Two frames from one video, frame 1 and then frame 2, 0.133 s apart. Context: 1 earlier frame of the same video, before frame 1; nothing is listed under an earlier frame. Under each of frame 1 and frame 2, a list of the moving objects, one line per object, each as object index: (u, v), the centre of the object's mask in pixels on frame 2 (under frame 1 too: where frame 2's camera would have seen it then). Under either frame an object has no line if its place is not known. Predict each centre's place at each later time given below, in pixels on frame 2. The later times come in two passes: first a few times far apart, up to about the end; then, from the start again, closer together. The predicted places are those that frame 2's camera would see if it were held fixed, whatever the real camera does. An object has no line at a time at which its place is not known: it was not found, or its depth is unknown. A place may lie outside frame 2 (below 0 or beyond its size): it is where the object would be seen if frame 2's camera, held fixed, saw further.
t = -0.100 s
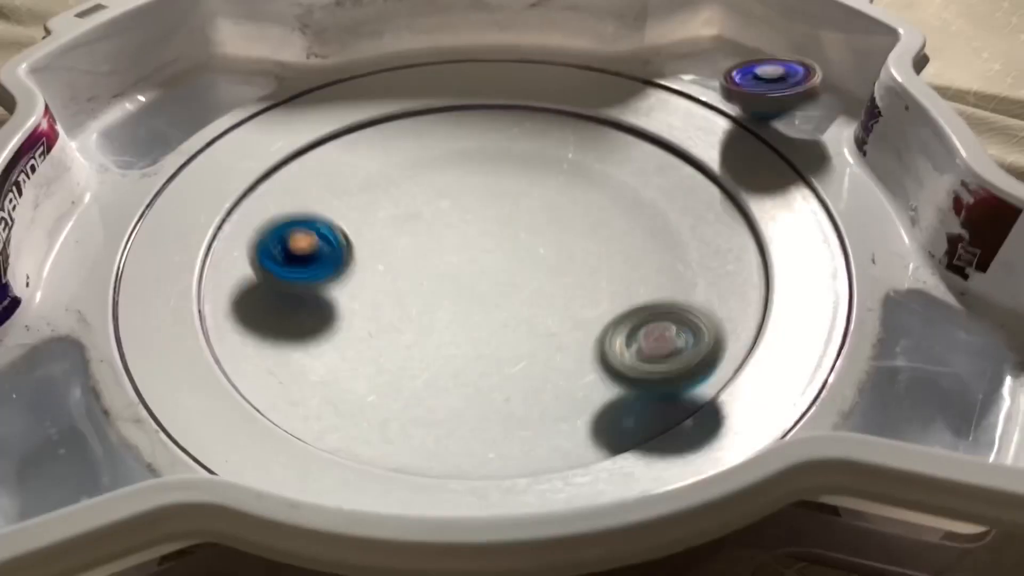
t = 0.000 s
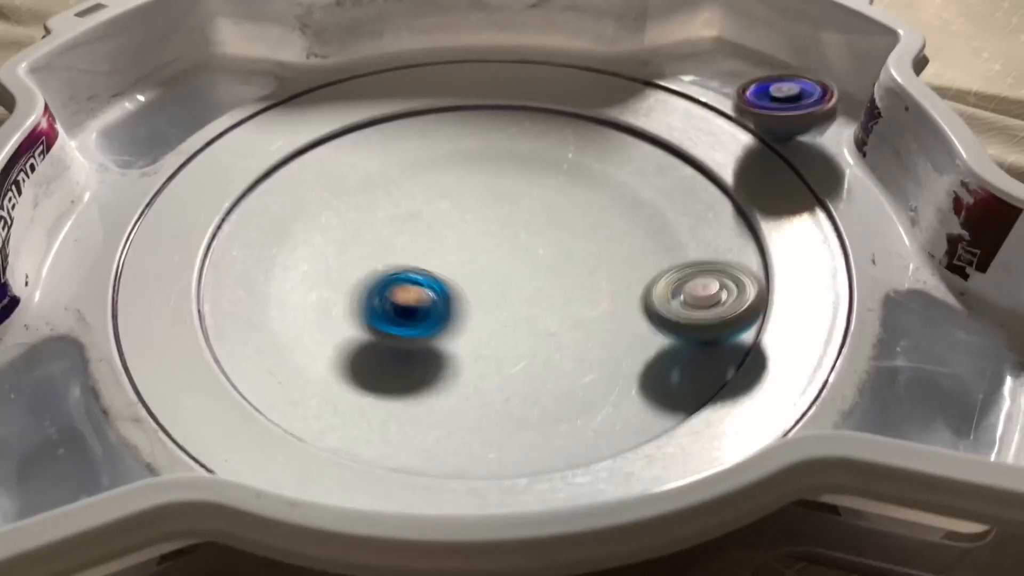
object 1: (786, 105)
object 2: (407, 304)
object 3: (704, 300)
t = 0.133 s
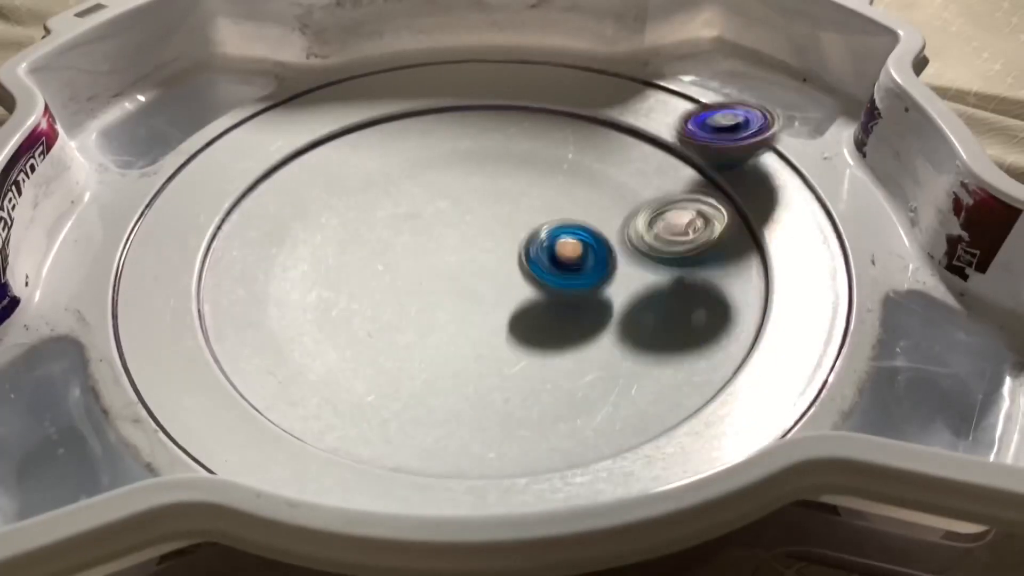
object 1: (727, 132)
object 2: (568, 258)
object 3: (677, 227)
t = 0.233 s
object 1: (624, 129)
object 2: (562, 186)
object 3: (729, 215)
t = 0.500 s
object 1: (432, 186)
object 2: (343, 87)
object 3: (586, 276)
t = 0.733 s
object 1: (477, 314)
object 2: (336, 168)
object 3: (530, 386)
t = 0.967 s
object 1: (674, 251)
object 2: (555, 221)
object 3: (598, 355)
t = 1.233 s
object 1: (663, 182)
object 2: (445, 101)
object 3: (367, 255)
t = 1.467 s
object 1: (494, 249)
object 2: (411, 180)
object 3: (242, 305)
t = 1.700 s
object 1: (545, 385)
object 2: (418, 227)
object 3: (414, 290)
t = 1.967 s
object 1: (593, 365)
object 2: (616, 211)
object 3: (428, 285)
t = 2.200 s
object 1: (451, 291)
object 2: (617, 133)
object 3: (397, 210)
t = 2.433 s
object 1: (297, 260)
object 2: (513, 170)
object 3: (309, 174)
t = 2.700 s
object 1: (265, 278)
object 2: (536, 318)
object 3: (428, 216)
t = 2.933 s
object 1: (423, 239)
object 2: (702, 291)
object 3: (550, 135)
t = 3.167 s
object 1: (482, 179)
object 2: (624, 222)
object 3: (510, 78)
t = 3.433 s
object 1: (340, 191)
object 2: (613, 304)
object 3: (503, 111)
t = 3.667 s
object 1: (300, 266)
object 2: (581, 312)
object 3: (576, 188)
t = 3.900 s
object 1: (366, 306)
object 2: (546, 320)
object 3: (682, 206)
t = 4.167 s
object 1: (394, 271)
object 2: (532, 286)
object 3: (619, 234)
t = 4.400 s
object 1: (396, 194)
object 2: (492, 309)
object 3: (675, 201)
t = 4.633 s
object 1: (425, 146)
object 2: (479, 285)
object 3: (555, 183)
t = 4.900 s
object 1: (438, 135)
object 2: (408, 287)
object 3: (502, 248)
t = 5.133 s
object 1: (475, 188)
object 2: (353, 299)
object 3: (595, 200)
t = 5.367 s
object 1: (477, 246)
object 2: (387, 286)
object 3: (672, 170)
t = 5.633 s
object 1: (526, 289)
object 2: (390, 255)
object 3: (634, 196)
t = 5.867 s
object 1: (505, 325)
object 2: (407, 213)
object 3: (595, 180)
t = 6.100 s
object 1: (464, 304)
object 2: (411, 180)
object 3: (531, 179)
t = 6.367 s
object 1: (488, 240)
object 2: (449, 166)
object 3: (603, 272)
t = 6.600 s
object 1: (499, 235)
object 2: (509, 162)
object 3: (557, 338)
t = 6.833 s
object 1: (492, 255)
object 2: (569, 174)
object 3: (441, 333)
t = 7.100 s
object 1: (515, 248)
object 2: (604, 208)
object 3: (398, 252)
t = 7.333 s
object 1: (537, 228)
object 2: (622, 251)
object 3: (444, 210)
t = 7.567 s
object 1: (570, 234)
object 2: (601, 297)
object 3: (498, 188)
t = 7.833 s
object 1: (539, 258)
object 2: (540, 332)
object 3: (546, 188)
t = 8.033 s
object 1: (495, 255)
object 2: (470, 329)
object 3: (556, 199)
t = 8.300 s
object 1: (463, 251)
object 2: (372, 292)
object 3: (530, 210)
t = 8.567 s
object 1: (474, 251)
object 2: (343, 250)
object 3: (524, 201)
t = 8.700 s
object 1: (474, 251)
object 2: (358, 228)
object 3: (525, 201)
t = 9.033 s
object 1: (477, 250)
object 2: (436, 174)
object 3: (522, 197)
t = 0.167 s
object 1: (702, 137)
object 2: (565, 237)
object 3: (705, 207)
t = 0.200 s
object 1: (665, 140)
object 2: (566, 213)
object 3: (721, 209)
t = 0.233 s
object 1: (624, 129)
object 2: (562, 186)
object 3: (729, 215)
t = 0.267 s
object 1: (608, 94)
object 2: (531, 157)
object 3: (726, 217)
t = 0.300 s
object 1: (585, 77)
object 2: (499, 138)
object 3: (717, 219)
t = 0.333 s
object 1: (563, 76)
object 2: (474, 119)
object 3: (704, 223)
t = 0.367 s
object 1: (542, 97)
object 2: (454, 102)
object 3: (685, 230)
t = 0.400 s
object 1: (520, 133)
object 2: (439, 93)
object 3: (663, 239)
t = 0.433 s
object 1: (481, 130)
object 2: (419, 86)
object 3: (637, 249)
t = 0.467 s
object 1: (455, 159)
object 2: (382, 81)
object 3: (611, 261)
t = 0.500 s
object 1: (432, 186)
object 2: (343, 87)
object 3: (586, 276)
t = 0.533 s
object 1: (412, 208)
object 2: (320, 91)
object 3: (563, 292)
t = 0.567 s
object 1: (404, 227)
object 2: (306, 98)
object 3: (546, 308)
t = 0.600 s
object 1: (404, 248)
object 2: (302, 107)
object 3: (532, 325)
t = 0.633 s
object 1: (412, 269)
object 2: (307, 117)
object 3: (525, 341)
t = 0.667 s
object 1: (428, 288)
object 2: (312, 136)
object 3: (522, 359)
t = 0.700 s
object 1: (451, 304)
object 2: (322, 152)
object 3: (524, 374)
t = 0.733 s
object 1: (477, 314)
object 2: (336, 168)
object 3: (530, 386)
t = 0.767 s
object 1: (513, 320)
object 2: (353, 186)
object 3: (540, 399)
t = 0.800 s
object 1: (550, 323)
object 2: (375, 204)
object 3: (552, 407)
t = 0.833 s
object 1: (586, 320)
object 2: (404, 219)
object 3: (572, 410)
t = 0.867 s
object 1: (621, 310)
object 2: (439, 229)
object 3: (593, 404)
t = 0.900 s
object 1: (647, 294)
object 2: (478, 233)
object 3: (605, 391)
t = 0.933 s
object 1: (665, 272)
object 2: (517, 231)
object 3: (607, 373)
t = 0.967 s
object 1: (674, 251)
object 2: (555, 221)
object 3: (598, 355)
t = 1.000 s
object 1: (675, 231)
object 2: (583, 202)
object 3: (583, 334)
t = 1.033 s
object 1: (704, 232)
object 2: (571, 159)
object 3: (562, 315)
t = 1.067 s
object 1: (718, 225)
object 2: (560, 119)
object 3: (533, 296)
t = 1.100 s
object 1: (722, 217)
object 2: (548, 91)
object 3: (505, 283)
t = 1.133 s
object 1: (720, 204)
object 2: (521, 80)
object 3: (469, 271)
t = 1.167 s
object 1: (708, 193)
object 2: (488, 91)
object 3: (436, 263)
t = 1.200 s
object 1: (687, 185)
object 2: (463, 96)
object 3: (400, 257)
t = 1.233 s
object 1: (663, 182)
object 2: (445, 101)
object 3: (367, 255)
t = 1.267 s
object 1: (635, 182)
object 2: (432, 108)
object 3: (332, 255)
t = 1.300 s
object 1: (605, 186)
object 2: (424, 117)
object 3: (301, 258)
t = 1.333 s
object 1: (577, 192)
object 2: (419, 128)
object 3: (272, 263)
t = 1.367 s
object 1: (551, 202)
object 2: (417, 142)
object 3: (247, 271)
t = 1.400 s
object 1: (527, 212)
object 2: (413, 159)
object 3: (224, 280)
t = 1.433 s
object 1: (504, 225)
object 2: (416, 176)
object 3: (210, 289)
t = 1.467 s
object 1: (494, 249)
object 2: (411, 180)
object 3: (242, 305)
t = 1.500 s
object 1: (495, 279)
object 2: (392, 172)
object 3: (288, 324)
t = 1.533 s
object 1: (497, 303)
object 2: (380, 173)
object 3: (329, 334)
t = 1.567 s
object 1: (501, 325)
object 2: (374, 181)
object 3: (365, 332)
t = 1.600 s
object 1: (511, 343)
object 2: (376, 196)
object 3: (392, 322)
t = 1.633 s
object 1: (522, 357)
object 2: (385, 214)
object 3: (407, 311)
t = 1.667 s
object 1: (533, 373)
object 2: (402, 228)
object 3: (416, 296)
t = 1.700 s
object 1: (545, 385)
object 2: (418, 227)
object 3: (414, 290)
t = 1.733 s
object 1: (556, 402)
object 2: (434, 231)
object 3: (416, 301)
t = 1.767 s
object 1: (570, 414)
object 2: (455, 234)
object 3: (414, 306)
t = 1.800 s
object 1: (583, 411)
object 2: (483, 239)
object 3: (408, 306)
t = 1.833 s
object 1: (597, 406)
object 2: (512, 241)
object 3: (406, 305)
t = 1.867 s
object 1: (606, 393)
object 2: (542, 239)
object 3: (409, 304)
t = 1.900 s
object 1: (606, 382)
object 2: (570, 233)
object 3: (415, 300)
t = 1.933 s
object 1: (602, 374)
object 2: (595, 223)
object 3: (423, 292)
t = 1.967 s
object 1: (593, 365)
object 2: (616, 211)
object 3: (428, 285)
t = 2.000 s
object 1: (582, 354)
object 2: (632, 196)
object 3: (431, 275)
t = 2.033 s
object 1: (565, 338)
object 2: (641, 179)
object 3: (432, 263)
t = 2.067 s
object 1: (545, 326)
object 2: (642, 164)
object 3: (430, 252)
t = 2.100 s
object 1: (522, 316)
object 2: (639, 152)
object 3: (427, 236)
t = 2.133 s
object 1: (498, 307)
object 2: (635, 144)
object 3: (420, 225)
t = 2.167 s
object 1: (473, 299)
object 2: (627, 138)
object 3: (410, 217)
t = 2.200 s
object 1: (451, 291)
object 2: (617, 133)
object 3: (397, 210)
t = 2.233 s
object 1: (425, 285)
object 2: (606, 131)
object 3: (384, 206)
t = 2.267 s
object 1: (403, 280)
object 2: (594, 132)
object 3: (370, 200)
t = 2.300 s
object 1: (384, 274)
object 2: (582, 135)
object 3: (360, 187)
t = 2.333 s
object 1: (363, 271)
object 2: (568, 140)
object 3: (344, 179)
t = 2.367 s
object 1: (341, 266)
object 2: (548, 147)
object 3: (332, 175)
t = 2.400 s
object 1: (319, 261)
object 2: (530, 157)
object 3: (319, 172)
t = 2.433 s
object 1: (297, 260)
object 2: (513, 170)
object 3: (309, 174)
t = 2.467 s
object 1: (277, 258)
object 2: (498, 185)
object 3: (304, 181)
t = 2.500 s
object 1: (257, 260)
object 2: (488, 204)
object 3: (305, 180)
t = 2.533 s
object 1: (240, 262)
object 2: (481, 225)
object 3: (313, 187)
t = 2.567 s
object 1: (230, 267)
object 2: (481, 246)
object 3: (324, 202)
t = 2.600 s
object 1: (229, 270)
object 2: (488, 267)
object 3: (343, 207)
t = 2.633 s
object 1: (235, 275)
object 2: (498, 286)
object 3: (369, 216)
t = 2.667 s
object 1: (247, 276)
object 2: (514, 303)
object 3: (398, 218)
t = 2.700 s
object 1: (265, 278)
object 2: (536, 318)
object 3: (428, 216)
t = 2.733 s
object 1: (288, 278)
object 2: (564, 328)
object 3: (454, 212)
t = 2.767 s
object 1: (313, 279)
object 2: (594, 332)
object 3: (481, 201)
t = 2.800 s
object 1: (342, 275)
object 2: (625, 331)
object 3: (502, 193)
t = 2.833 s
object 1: (366, 269)
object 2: (656, 324)
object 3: (521, 179)
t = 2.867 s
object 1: (387, 260)
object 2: (679, 313)
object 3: (534, 165)
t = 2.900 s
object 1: (404, 250)
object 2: (693, 302)
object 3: (544, 149)
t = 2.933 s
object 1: (423, 239)
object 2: (702, 291)
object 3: (550, 135)
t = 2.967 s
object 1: (439, 227)
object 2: (705, 280)
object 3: (550, 124)
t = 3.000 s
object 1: (452, 214)
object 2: (704, 269)
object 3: (548, 112)
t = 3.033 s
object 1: (464, 202)
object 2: (698, 259)
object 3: (544, 104)
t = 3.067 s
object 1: (474, 190)
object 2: (687, 250)
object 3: (537, 98)
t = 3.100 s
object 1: (485, 176)
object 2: (671, 239)
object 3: (526, 95)
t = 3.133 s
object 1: (486, 173)
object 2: (650, 230)
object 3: (518, 88)
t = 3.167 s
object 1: (482, 179)
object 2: (624, 222)
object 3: (510, 78)
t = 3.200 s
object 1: (482, 181)
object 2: (596, 217)
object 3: (491, 86)
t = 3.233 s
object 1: (478, 183)
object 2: (571, 220)
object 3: (479, 95)
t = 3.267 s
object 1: (439, 173)
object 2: (594, 247)
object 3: (479, 94)
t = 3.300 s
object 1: (409, 171)
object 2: (605, 271)
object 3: (482, 93)
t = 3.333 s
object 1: (388, 174)
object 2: (610, 287)
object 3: (486, 96)
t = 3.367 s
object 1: (372, 178)
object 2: (611, 295)
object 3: (490, 99)
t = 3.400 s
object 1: (355, 184)
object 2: (612, 301)
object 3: (495, 105)
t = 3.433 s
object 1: (340, 191)
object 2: (613, 304)
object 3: (503, 111)
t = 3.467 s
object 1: (327, 198)
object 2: (613, 307)
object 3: (509, 123)
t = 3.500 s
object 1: (314, 208)
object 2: (612, 309)
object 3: (515, 129)
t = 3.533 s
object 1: (306, 216)
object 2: (610, 311)
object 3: (521, 140)
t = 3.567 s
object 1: (298, 227)
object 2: (606, 311)
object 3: (530, 154)
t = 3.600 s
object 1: (296, 241)
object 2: (599, 312)
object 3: (543, 167)
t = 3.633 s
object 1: (296, 253)
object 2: (591, 312)
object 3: (558, 179)
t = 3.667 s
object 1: (300, 266)
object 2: (581, 312)
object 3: (576, 188)
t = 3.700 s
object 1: (309, 277)
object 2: (570, 313)
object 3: (593, 196)
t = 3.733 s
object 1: (322, 290)
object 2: (559, 313)
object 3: (611, 201)
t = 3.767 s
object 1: (338, 299)
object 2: (546, 314)
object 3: (629, 206)
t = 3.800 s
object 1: (355, 308)
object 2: (532, 316)
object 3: (645, 209)
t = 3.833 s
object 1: (378, 313)
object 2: (518, 317)
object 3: (659, 210)
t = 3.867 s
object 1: (389, 314)
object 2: (512, 319)
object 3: (672, 208)
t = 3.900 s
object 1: (366, 306)
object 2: (546, 320)
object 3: (682, 206)
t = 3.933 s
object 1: (353, 305)
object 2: (565, 320)
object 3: (689, 206)
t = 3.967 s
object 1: (354, 303)
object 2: (571, 317)
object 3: (692, 207)
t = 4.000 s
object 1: (357, 302)
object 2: (570, 312)
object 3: (691, 209)
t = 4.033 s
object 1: (363, 299)
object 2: (567, 307)
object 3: (685, 213)
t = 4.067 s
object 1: (370, 293)
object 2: (561, 301)
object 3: (674, 216)
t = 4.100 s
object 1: (379, 288)
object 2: (553, 296)
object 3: (657, 219)
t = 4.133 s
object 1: (387, 278)
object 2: (543, 290)
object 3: (637, 225)
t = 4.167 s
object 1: (394, 271)
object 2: (532, 286)
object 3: (619, 234)
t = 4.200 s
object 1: (402, 259)
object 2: (510, 284)
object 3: (611, 237)
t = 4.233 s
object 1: (398, 247)
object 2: (508, 290)
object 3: (603, 241)
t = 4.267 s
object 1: (394, 231)
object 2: (498, 299)
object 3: (623, 236)
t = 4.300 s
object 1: (394, 222)
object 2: (492, 307)
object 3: (647, 228)
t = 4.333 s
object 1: (394, 211)
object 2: (492, 309)
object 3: (668, 220)
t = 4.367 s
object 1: (394, 205)
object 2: (492, 309)
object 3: (676, 212)
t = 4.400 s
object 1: (396, 194)
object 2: (492, 309)
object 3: (675, 201)
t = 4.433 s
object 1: (398, 187)
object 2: (493, 307)
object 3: (672, 191)
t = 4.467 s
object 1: (402, 177)
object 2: (492, 305)
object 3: (663, 182)
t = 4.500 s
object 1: (404, 171)
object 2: (491, 301)
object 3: (650, 175)
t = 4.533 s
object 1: (409, 164)
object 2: (489, 298)
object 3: (630, 171)
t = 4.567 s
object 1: (414, 158)
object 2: (487, 294)
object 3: (605, 171)
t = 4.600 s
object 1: (418, 151)
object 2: (483, 289)
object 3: (579, 173)
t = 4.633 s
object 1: (425, 146)
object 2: (479, 285)
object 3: (555, 183)
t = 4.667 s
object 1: (430, 144)
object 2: (474, 280)
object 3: (531, 188)
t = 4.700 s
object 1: (434, 144)
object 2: (468, 276)
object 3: (506, 198)
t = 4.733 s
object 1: (439, 146)
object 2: (456, 275)
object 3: (496, 206)
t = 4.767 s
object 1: (440, 139)
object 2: (444, 284)
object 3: (500, 208)
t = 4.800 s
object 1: (439, 134)
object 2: (432, 286)
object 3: (502, 217)
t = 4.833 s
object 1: (437, 132)
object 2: (424, 287)
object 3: (499, 231)
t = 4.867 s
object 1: (438, 133)
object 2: (417, 287)
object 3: (499, 240)
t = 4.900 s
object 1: (438, 135)
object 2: (408, 287)
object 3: (502, 248)
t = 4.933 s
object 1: (440, 142)
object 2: (388, 290)
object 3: (529, 245)
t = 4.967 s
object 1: (444, 150)
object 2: (376, 291)
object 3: (550, 240)
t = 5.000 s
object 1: (450, 157)
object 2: (367, 292)
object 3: (567, 233)
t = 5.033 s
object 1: (456, 166)
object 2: (360, 295)
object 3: (580, 226)
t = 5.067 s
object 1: (463, 173)
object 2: (355, 297)
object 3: (589, 217)
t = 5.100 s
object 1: (470, 181)
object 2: (353, 298)
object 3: (593, 208)
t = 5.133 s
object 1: (475, 188)
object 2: (353, 299)
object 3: (595, 200)
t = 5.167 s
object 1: (483, 197)
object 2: (354, 300)
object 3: (592, 187)
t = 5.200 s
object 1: (481, 205)
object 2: (357, 300)
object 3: (597, 179)
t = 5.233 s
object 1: (476, 212)
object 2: (362, 299)
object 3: (625, 178)
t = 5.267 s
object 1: (476, 221)
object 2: (369, 297)
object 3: (640, 176)
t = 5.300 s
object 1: (474, 230)
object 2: (375, 294)
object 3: (651, 176)
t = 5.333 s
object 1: (474, 238)
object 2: (386, 289)
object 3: (662, 172)
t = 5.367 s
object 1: (477, 246)
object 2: (387, 286)
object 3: (672, 170)
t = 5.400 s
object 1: (481, 252)
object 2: (384, 284)
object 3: (679, 167)
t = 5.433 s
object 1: (490, 260)
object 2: (383, 283)
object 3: (685, 166)
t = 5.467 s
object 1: (495, 267)
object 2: (384, 279)
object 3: (686, 166)
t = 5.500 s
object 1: (500, 269)
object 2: (385, 275)
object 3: (682, 168)
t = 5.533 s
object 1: (508, 275)
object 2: (385, 271)
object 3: (674, 172)
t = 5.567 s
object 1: (513, 281)
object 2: (386, 266)
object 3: (663, 179)
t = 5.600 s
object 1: (518, 284)
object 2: (388, 261)
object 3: (652, 186)
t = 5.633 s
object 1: (526, 289)
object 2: (390, 255)
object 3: (634, 196)
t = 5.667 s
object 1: (531, 293)
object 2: (392, 250)
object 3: (617, 208)
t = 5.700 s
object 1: (538, 295)
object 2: (395, 243)
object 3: (601, 219)
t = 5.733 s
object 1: (540, 301)
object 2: (397, 238)
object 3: (593, 224)
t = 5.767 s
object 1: (523, 314)
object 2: (400, 231)
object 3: (606, 206)
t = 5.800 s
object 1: (513, 321)
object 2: (403, 225)
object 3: (607, 195)
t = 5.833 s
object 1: (509, 324)
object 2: (405, 219)
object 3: (604, 186)
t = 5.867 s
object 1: (505, 325)
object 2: (407, 213)
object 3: (595, 180)
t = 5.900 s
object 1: (494, 325)
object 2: (410, 208)
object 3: (586, 170)
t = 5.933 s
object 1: (485, 325)
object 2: (413, 203)
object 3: (570, 172)
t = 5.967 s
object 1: (477, 323)
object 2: (415, 198)
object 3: (556, 171)
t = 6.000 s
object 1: (471, 320)
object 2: (417, 194)
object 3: (542, 167)
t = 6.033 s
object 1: (467, 315)
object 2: (419, 190)
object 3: (526, 169)
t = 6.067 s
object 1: (465, 310)
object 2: (420, 187)
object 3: (514, 178)
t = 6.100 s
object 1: (464, 304)
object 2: (411, 180)
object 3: (531, 179)
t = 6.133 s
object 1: (463, 298)
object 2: (410, 179)
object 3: (551, 199)
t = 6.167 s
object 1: (466, 292)
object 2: (411, 176)
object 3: (564, 221)
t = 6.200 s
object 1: (467, 283)
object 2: (415, 174)
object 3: (571, 236)
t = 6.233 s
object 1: (470, 276)
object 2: (421, 171)
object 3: (578, 243)
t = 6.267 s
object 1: (476, 267)
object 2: (428, 169)
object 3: (585, 250)
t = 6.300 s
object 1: (479, 256)
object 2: (435, 168)
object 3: (594, 254)
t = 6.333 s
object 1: (486, 249)
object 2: (441, 168)
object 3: (598, 264)
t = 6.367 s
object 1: (488, 240)
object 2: (449, 166)
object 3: (603, 272)
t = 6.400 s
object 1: (493, 234)
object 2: (456, 165)
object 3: (603, 283)
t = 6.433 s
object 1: (496, 230)
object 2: (462, 161)
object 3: (604, 292)
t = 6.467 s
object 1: (498, 238)
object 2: (468, 161)
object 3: (599, 303)
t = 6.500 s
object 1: (496, 240)
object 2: (478, 161)
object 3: (593, 313)
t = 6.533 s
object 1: (496, 237)
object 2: (489, 161)
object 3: (583, 322)
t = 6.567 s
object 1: (498, 237)
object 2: (499, 161)
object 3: (571, 330)
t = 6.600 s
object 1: (499, 235)
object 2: (509, 162)
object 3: (557, 338)
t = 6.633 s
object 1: (503, 239)
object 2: (519, 163)
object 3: (540, 343)
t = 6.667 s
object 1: (503, 243)
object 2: (529, 165)
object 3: (524, 347)
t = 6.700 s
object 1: (501, 248)
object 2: (539, 164)
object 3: (505, 348)
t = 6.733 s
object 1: (498, 251)
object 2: (548, 166)
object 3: (488, 346)
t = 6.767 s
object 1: (495, 251)
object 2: (555, 169)
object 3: (471, 343)
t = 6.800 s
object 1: (494, 254)
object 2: (563, 170)
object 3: (456, 339)
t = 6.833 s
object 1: (492, 255)
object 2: (569, 174)
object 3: (441, 333)
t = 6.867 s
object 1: (491, 257)
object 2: (576, 174)
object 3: (429, 326)
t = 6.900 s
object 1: (490, 256)
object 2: (582, 177)
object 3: (417, 317)
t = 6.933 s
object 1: (489, 255)
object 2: (587, 182)
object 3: (410, 307)
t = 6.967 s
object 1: (490, 253)
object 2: (592, 186)
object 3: (404, 296)
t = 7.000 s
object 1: (490, 254)
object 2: (595, 191)
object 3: (402, 287)
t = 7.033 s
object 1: (493, 253)
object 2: (599, 196)
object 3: (398, 276)
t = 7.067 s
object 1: (504, 252)
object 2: (601, 202)
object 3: (395, 265)
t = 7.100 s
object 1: (515, 248)
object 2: (604, 208)
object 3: (398, 252)
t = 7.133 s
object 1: (514, 241)
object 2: (610, 214)
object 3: (405, 246)
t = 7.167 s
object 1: (516, 236)
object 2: (614, 220)
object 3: (409, 238)
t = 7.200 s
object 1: (523, 234)
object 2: (618, 226)
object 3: (418, 230)
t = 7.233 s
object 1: (526, 230)
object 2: (621, 233)
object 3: (427, 224)
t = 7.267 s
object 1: (528, 228)
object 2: (622, 239)
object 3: (437, 218)
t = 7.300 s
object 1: (534, 228)
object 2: (623, 245)
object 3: (437, 212)
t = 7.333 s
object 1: (537, 228)
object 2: (622, 251)
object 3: (444, 210)
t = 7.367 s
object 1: (540, 227)
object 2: (621, 257)
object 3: (451, 206)
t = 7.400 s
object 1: (544, 227)
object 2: (619, 263)
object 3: (463, 201)
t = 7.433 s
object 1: (552, 228)
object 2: (616, 269)
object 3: (471, 196)
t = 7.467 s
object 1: (558, 228)
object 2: (612, 274)
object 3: (482, 193)
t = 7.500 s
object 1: (563, 228)
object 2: (607, 282)
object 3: (493, 190)
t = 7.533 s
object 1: (566, 230)
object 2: (605, 290)
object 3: (497, 191)
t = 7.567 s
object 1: (570, 234)
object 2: (601, 297)
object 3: (498, 188)
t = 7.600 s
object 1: (572, 237)
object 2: (596, 303)
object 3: (503, 185)
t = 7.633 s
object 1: (570, 239)
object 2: (590, 310)
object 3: (509, 186)
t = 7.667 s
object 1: (567, 241)
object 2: (583, 315)
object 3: (512, 187)
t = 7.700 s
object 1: (562, 245)
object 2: (576, 319)
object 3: (518, 186)
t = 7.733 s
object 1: (558, 250)
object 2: (568, 323)
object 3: (525, 186)
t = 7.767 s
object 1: (551, 254)
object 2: (559, 327)
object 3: (532, 186)
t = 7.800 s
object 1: (545, 257)
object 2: (550, 330)
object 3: (540, 186)
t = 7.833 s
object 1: (539, 258)
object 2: (540, 332)
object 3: (546, 188)
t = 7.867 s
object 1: (533, 259)
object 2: (529, 333)
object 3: (552, 190)
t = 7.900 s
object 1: (525, 260)
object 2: (518, 333)
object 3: (555, 191)
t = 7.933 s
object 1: (518, 260)
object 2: (506, 333)
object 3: (558, 192)
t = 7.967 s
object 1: (510, 260)
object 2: (494, 332)
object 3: (560, 196)
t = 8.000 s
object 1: (501, 259)
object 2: (482, 331)
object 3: (559, 197)
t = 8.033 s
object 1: (495, 255)
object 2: (470, 329)
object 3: (556, 199)
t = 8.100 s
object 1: (480, 253)
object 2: (444, 322)
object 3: (552, 205)
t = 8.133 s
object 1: (473, 252)
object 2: (431, 318)
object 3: (548, 205)
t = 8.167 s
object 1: (470, 251)
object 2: (419, 313)
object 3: (546, 208)
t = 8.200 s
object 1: (467, 250)
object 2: (405, 308)
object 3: (540, 209)
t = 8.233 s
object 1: (465, 250)
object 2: (392, 303)
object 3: (537, 210)
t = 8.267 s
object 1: (465, 249)
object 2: (382, 298)
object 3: (534, 209)
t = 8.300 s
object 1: (463, 251)
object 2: (372, 292)
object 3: (530, 210)
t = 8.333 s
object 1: (463, 252)
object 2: (365, 287)
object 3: (528, 210)
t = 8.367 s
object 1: (464, 252)
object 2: (357, 282)
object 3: (528, 211)
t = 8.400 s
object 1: (466, 252)
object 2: (352, 276)
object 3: (529, 207)
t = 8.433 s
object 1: (469, 252)
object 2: (347, 271)
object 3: (528, 206)
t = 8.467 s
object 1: (472, 252)
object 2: (344, 266)
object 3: (527, 204)
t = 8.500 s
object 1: (473, 251)
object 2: (343, 260)
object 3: (526, 203)
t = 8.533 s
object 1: (473, 251)
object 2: (342, 256)
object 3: (525, 202)
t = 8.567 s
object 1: (474, 251)
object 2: (343, 250)
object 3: (524, 201)
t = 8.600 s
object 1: (473, 251)
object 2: (345, 244)
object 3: (525, 201)
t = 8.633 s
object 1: (473, 251)
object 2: (348, 239)
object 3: (525, 201)
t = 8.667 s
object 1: (473, 251)
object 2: (353, 234)
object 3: (526, 201)
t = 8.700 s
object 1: (474, 251)
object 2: (358, 228)
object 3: (525, 201)
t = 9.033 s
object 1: (477, 250)
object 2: (436, 174)
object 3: (522, 197)
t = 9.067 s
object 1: (477, 250)
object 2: (442, 170)
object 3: (525, 198)
